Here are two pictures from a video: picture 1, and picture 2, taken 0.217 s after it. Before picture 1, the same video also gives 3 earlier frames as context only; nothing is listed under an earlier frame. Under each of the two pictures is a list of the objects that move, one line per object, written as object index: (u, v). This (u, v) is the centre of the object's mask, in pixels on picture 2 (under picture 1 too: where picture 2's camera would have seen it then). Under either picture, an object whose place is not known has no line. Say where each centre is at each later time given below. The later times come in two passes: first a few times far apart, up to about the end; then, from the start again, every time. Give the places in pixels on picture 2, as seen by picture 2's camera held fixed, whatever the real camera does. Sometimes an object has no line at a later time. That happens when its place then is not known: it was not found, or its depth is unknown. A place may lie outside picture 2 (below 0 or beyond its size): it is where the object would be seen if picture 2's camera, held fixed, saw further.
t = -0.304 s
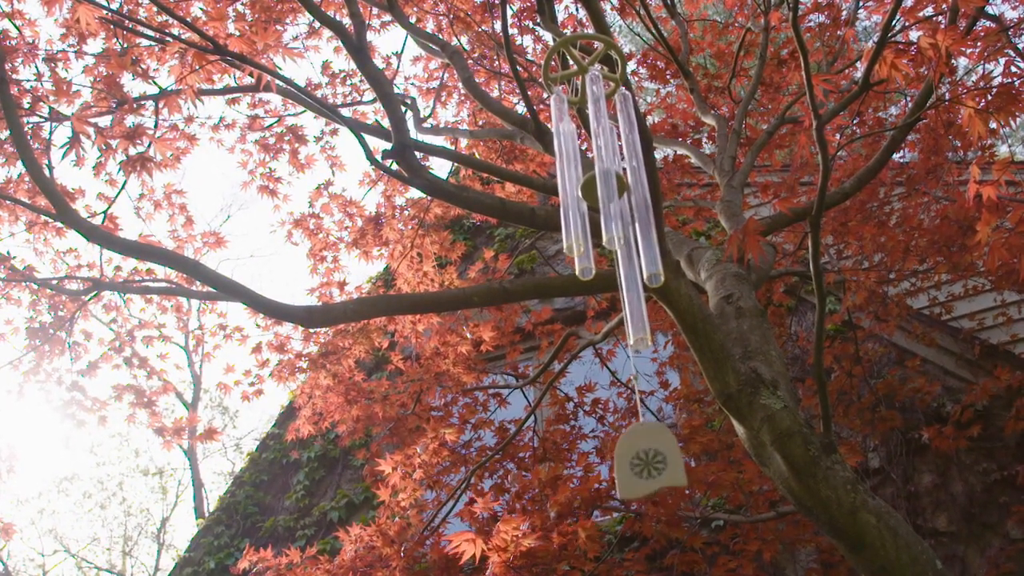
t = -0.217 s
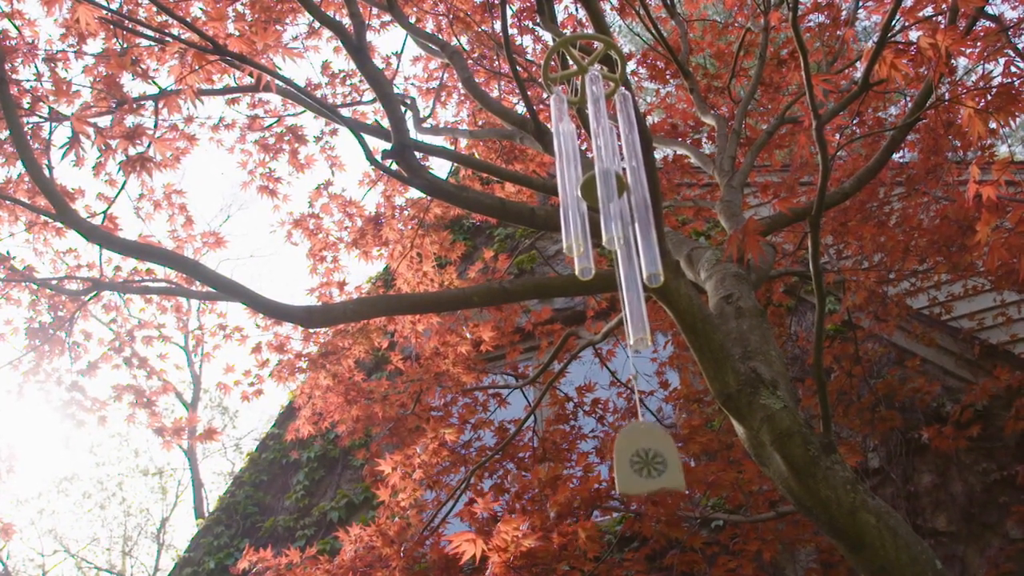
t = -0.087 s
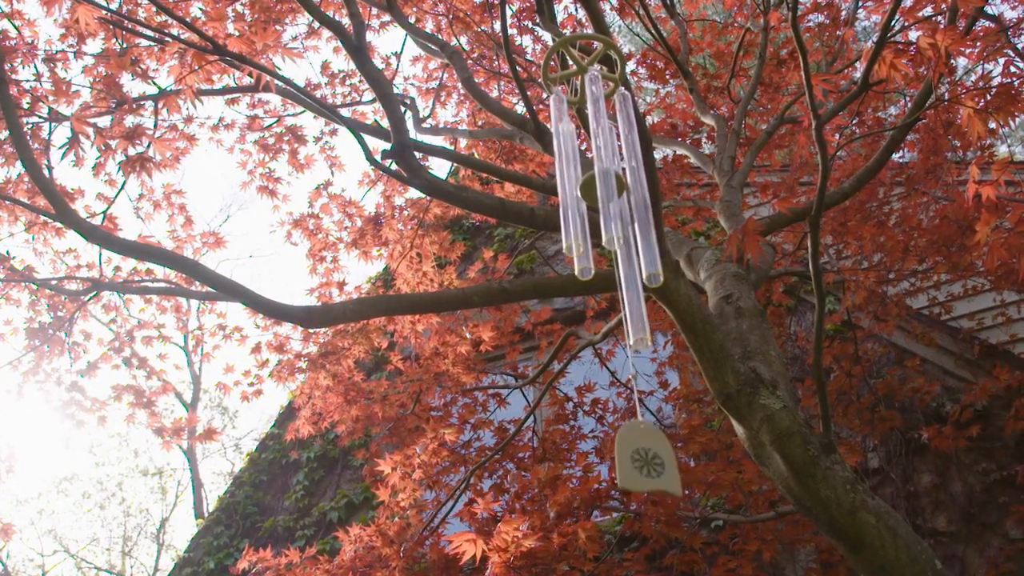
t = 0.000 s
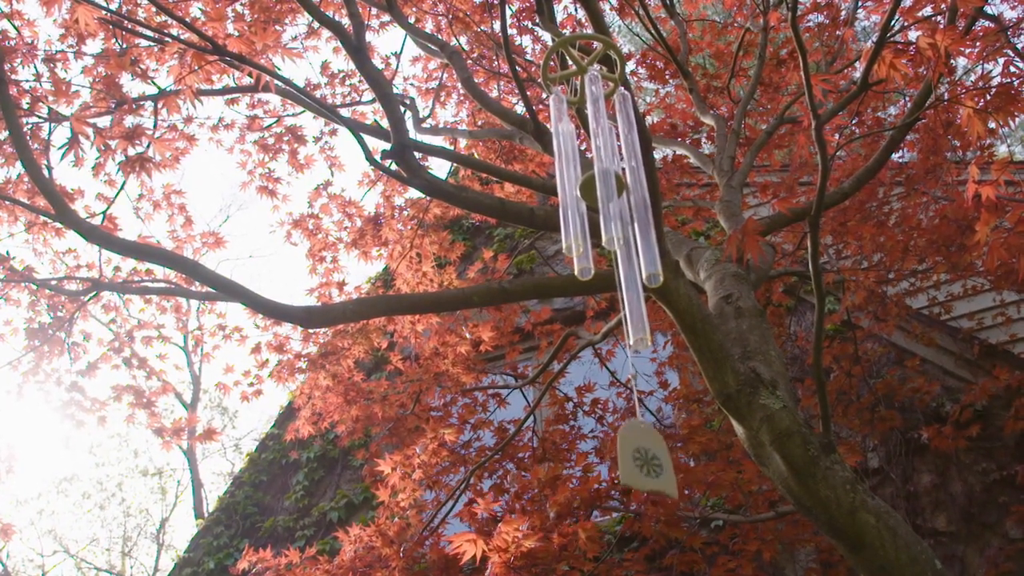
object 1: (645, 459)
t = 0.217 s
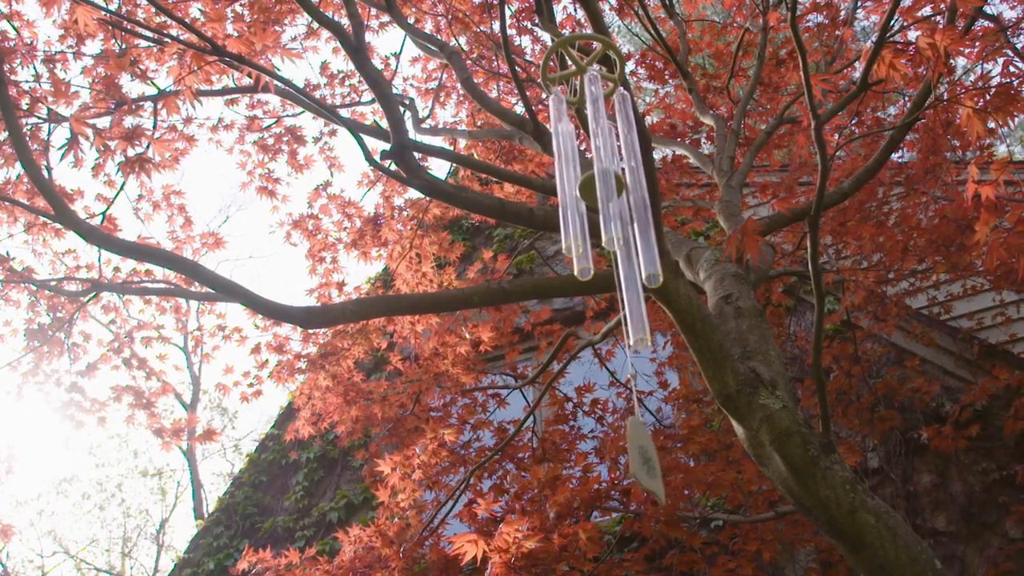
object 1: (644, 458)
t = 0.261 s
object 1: (644, 458)
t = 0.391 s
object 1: (644, 461)
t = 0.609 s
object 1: (642, 457)
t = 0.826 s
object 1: (642, 456)
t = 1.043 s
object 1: (641, 455)
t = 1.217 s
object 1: (640, 455)
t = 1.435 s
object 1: (640, 455)
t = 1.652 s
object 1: (639, 455)
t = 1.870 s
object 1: (638, 456)
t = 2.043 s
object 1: (638, 455)
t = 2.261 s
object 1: (639, 456)
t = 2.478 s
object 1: (638, 457)
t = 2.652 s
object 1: (638, 457)
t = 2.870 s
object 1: (638, 458)
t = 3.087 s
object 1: (638, 460)
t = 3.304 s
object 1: (637, 459)
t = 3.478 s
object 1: (639, 459)
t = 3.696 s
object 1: (639, 460)
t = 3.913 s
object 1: (640, 461)
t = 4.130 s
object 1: (640, 463)
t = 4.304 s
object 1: (641, 463)
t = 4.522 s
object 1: (642, 466)
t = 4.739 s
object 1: (643, 466)
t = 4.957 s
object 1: (645, 467)
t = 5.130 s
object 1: (645, 468)
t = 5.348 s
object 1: (646, 468)
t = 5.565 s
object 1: (647, 468)
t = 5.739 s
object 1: (648, 469)
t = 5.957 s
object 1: (648, 469)
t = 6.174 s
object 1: (649, 470)
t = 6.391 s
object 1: (650, 471)
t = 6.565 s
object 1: (651, 470)
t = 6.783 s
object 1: (651, 470)
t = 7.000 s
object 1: (651, 469)
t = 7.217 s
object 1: (651, 471)
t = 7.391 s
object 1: (651, 470)
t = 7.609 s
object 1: (652, 470)
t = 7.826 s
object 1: (652, 469)
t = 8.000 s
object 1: (652, 468)
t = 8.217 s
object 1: (651, 467)
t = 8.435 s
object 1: (651, 466)
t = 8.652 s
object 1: (649, 466)
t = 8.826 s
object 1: (648, 464)
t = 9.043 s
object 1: (649, 463)
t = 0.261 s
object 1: (644, 458)
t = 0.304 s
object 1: (644, 459)
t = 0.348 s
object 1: (644, 460)
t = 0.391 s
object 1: (644, 461)
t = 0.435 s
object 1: (642, 457)
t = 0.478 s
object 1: (642, 457)
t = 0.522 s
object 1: (642, 457)
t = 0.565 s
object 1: (641, 457)
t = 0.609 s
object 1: (642, 457)
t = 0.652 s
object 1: (642, 456)
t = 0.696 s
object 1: (642, 456)
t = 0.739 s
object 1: (642, 456)
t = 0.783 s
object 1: (641, 456)
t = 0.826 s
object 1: (642, 456)
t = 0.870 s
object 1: (641, 455)
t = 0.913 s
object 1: (641, 455)
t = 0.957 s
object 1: (641, 456)
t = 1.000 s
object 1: (641, 455)
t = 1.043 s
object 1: (641, 455)
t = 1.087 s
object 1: (641, 455)
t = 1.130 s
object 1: (641, 455)
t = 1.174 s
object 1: (641, 455)
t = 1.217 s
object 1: (640, 455)
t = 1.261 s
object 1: (640, 455)
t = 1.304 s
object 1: (640, 455)
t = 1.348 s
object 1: (640, 455)
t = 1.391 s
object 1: (640, 455)
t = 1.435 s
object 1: (640, 455)
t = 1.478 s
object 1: (639, 455)
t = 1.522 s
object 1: (639, 454)
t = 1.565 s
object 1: (639, 454)
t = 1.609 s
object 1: (639, 454)
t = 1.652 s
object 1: (639, 455)
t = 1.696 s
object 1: (639, 455)
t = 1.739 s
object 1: (639, 455)
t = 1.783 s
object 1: (639, 457)
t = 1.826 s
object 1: (638, 457)
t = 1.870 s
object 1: (638, 456)
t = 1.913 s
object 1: (638, 456)
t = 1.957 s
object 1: (638, 456)
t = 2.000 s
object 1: (638, 455)
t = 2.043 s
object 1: (638, 455)
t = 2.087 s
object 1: (639, 455)
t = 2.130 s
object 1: (639, 455)
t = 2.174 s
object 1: (638, 455)
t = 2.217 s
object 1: (638, 456)
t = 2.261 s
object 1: (639, 456)
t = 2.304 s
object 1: (639, 456)
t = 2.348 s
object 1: (639, 456)
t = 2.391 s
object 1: (639, 456)
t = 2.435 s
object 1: (638, 456)
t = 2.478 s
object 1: (638, 457)
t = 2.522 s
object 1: (638, 456)
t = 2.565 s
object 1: (638, 457)
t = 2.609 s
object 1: (638, 457)
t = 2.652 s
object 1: (638, 457)
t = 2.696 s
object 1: (638, 457)
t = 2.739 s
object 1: (638, 457)
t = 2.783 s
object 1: (638, 457)
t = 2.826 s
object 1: (638, 457)
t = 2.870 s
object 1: (638, 458)
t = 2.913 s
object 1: (638, 458)
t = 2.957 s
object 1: (638, 457)
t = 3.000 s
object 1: (638, 457)
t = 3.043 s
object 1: (638, 459)
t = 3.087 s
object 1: (638, 460)
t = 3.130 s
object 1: (638, 462)
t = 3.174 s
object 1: (638, 462)
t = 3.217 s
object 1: (638, 459)
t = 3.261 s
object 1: (638, 460)
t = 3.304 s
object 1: (637, 459)
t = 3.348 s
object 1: (638, 459)
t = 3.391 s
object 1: (638, 459)
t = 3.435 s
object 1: (638, 459)
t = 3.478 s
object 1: (639, 459)
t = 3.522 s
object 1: (639, 460)
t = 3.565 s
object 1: (639, 460)
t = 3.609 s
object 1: (639, 460)
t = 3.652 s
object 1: (640, 460)
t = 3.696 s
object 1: (639, 460)
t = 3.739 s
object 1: (640, 460)
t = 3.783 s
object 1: (640, 461)
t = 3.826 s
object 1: (640, 461)
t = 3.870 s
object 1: (640, 461)
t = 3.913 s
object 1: (640, 461)
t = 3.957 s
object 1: (641, 461)
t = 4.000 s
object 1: (640, 462)
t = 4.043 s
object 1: (640, 462)
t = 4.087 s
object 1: (640, 462)
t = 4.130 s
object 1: (640, 463)
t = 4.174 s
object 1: (641, 462)
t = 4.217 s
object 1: (641, 462)
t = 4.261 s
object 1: (641, 463)
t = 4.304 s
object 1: (641, 463)
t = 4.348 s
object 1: (641, 463)
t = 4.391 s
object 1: (641, 463)
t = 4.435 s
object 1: (642, 464)
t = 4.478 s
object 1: (642, 464)
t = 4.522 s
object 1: (642, 466)
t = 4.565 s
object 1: (642, 466)
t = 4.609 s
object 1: (642, 467)
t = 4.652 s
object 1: (642, 466)
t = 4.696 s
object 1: (642, 466)
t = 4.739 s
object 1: (643, 466)
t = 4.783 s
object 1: (643, 466)
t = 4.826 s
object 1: (644, 466)
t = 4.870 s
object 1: (644, 467)
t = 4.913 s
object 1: (645, 467)
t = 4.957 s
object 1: (645, 467)
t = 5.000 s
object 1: (645, 467)
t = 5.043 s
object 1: (645, 467)
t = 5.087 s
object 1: (645, 468)
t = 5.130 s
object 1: (645, 468)
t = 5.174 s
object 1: (646, 468)
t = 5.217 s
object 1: (646, 468)
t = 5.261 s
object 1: (646, 468)
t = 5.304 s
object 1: (646, 468)
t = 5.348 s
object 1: (646, 468)
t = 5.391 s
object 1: (646, 468)
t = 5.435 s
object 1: (646, 468)
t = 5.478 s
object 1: (647, 469)
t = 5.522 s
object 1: (647, 469)
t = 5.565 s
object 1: (647, 468)
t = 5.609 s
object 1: (647, 468)
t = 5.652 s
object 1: (647, 468)
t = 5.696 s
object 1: (647, 468)
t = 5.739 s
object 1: (648, 469)
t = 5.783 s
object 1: (648, 470)
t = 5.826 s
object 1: (648, 471)
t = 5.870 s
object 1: (648, 472)
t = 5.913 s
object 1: (648, 471)
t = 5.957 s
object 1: (648, 469)
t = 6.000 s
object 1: (648, 469)
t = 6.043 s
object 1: (648, 470)
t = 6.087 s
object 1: (648, 470)
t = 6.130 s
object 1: (649, 470)
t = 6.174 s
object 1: (649, 470)
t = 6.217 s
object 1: (650, 470)
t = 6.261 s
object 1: (650, 470)
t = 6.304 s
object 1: (650, 470)
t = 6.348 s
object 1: (650, 470)
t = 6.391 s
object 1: (650, 471)
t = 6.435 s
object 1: (650, 470)
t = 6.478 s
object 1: (650, 470)
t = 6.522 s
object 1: (650, 470)
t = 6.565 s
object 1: (651, 470)
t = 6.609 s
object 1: (651, 470)
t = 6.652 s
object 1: (651, 470)
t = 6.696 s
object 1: (651, 470)
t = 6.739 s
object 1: (651, 470)
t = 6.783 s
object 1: (651, 470)
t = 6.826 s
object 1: (651, 470)
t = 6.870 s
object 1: (651, 470)
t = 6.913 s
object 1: (651, 469)
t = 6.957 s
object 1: (651, 470)
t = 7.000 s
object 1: (651, 469)
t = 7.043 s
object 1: (651, 469)
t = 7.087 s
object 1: (651, 469)
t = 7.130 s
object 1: (652, 470)
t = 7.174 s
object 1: (652, 471)
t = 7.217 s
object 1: (651, 471)
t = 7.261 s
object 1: (651, 471)
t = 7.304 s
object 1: (651, 471)
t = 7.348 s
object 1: (651, 470)
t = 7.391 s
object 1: (651, 470)
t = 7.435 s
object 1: (651, 469)
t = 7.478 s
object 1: (652, 469)
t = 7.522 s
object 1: (652, 469)
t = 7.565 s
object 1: (652, 470)
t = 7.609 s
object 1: (652, 470)
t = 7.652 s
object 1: (652, 469)
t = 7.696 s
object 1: (652, 469)
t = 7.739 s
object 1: (652, 469)
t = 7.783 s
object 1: (652, 469)
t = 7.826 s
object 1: (652, 469)
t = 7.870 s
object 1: (652, 469)
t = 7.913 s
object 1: (652, 468)
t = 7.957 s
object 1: (652, 468)
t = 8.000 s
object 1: (652, 468)
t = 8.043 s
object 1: (652, 468)
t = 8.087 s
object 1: (652, 468)
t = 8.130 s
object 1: (651, 467)
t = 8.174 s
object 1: (651, 467)
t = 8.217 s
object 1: (651, 467)
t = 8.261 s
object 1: (651, 467)
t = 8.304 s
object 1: (651, 467)
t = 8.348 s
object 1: (651, 466)
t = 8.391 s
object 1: (651, 466)
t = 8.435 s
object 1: (651, 466)
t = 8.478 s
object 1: (651, 467)
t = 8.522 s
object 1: (651, 468)
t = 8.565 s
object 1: (651, 469)
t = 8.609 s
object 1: (649, 467)
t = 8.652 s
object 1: (649, 466)
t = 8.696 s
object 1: (648, 465)
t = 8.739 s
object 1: (648, 465)
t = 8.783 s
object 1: (649, 464)
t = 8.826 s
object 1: (648, 464)
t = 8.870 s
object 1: (649, 464)
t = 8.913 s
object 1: (649, 464)
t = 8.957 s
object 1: (649, 463)
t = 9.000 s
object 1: (649, 463)
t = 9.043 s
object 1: (649, 463)
